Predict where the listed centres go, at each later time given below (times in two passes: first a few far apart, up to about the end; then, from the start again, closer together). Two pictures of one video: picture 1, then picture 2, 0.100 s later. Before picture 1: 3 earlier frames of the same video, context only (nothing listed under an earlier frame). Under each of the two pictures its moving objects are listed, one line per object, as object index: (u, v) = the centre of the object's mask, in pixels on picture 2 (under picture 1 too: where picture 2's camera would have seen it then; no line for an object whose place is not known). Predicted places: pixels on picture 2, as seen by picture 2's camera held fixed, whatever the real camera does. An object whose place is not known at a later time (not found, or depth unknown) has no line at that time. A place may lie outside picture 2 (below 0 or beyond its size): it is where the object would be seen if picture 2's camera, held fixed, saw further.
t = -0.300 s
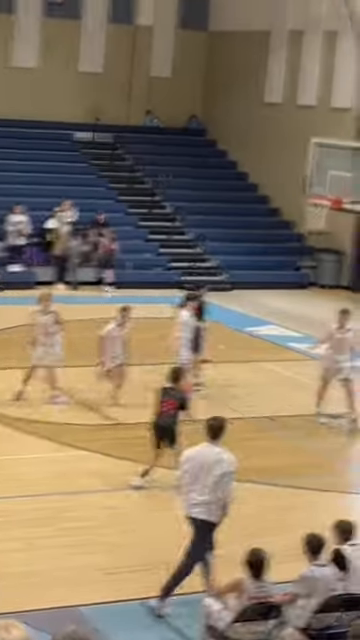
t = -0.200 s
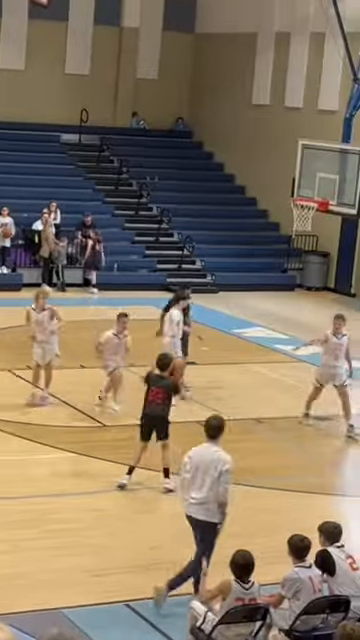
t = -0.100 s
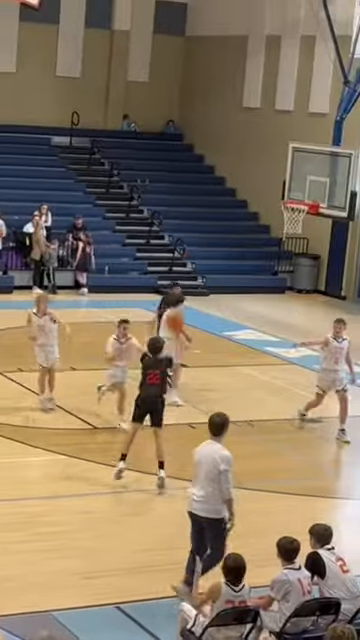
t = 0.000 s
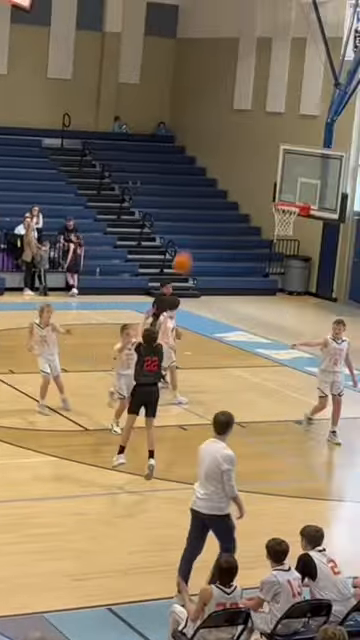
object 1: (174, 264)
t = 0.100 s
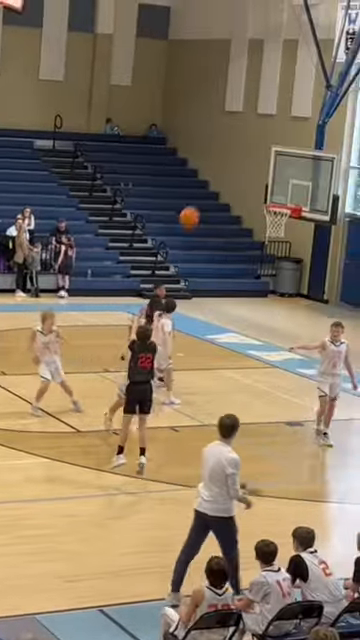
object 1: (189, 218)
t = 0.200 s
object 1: (202, 181)
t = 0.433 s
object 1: (230, 130)
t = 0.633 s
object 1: (247, 121)
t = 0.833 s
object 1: (261, 140)
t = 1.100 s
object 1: (272, 198)
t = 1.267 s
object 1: (278, 225)
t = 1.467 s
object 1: (283, 256)
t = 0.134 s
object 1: (193, 205)
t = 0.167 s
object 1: (198, 192)
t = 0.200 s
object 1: (202, 181)
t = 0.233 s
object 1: (208, 170)
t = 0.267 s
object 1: (212, 161)
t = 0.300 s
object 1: (215, 153)
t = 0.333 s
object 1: (218, 146)
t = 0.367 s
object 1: (221, 139)
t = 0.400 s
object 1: (226, 134)
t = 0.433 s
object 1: (230, 130)
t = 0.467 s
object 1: (232, 126)
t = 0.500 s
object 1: (233, 125)
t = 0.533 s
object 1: (238, 122)
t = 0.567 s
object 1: (241, 121)
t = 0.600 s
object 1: (242, 121)
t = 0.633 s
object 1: (247, 121)
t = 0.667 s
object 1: (250, 122)
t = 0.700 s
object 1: (252, 123)
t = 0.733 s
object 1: (254, 126)
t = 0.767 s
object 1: (256, 130)
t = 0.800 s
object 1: (257, 133)
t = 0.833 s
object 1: (261, 140)
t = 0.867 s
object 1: (262, 142)
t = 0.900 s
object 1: (264, 150)
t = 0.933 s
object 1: (266, 157)
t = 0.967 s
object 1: (267, 163)
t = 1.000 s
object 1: (269, 173)
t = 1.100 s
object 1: (272, 198)
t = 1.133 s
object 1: (273, 207)
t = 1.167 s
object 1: (274, 205)
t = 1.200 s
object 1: (277, 221)
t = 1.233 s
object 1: (277, 222)
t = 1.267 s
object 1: (278, 225)
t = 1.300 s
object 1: (278, 225)
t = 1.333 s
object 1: (278, 232)
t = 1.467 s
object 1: (283, 256)
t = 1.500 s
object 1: (283, 263)
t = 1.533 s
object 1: (284, 272)
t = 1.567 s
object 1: (284, 282)
